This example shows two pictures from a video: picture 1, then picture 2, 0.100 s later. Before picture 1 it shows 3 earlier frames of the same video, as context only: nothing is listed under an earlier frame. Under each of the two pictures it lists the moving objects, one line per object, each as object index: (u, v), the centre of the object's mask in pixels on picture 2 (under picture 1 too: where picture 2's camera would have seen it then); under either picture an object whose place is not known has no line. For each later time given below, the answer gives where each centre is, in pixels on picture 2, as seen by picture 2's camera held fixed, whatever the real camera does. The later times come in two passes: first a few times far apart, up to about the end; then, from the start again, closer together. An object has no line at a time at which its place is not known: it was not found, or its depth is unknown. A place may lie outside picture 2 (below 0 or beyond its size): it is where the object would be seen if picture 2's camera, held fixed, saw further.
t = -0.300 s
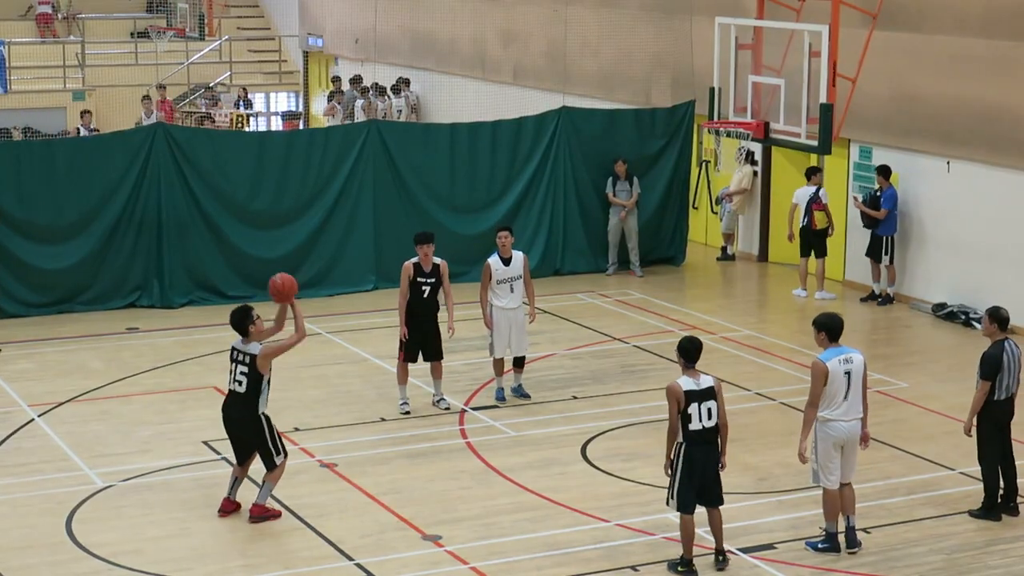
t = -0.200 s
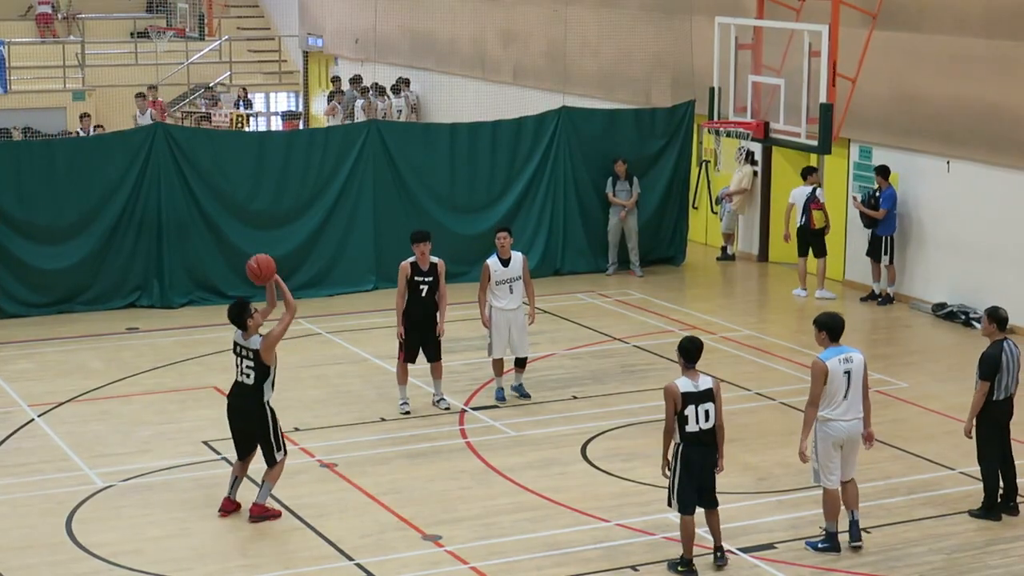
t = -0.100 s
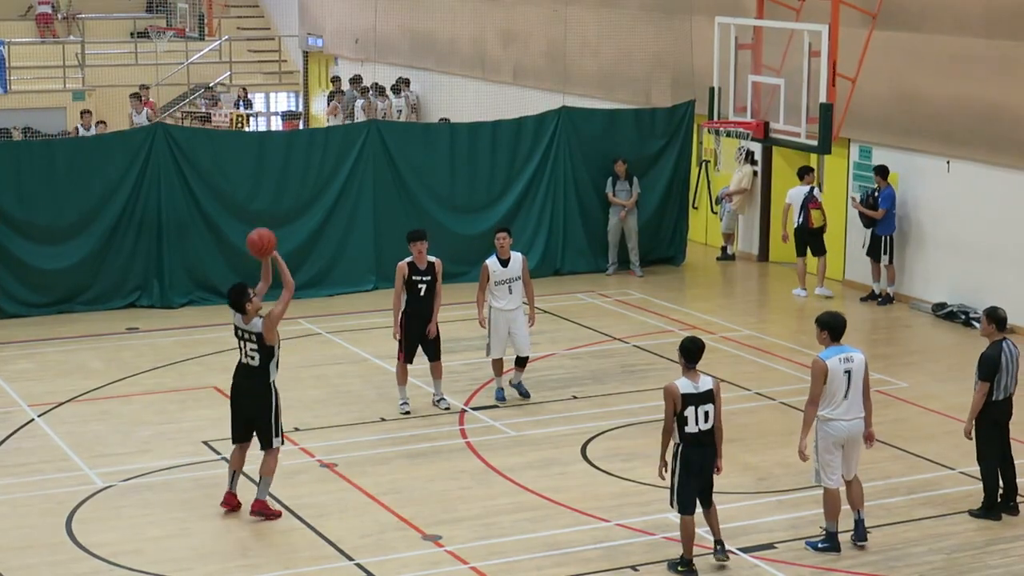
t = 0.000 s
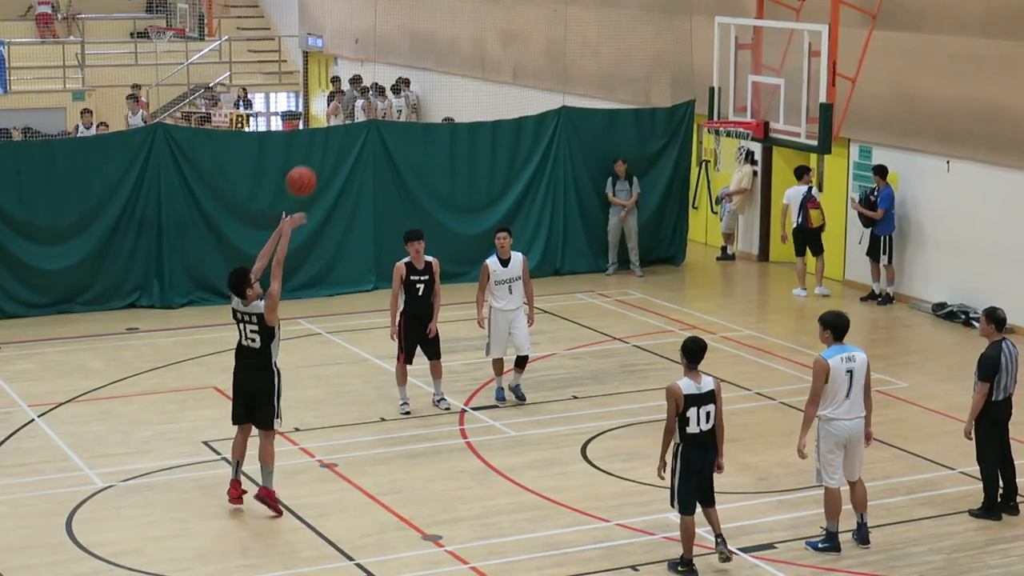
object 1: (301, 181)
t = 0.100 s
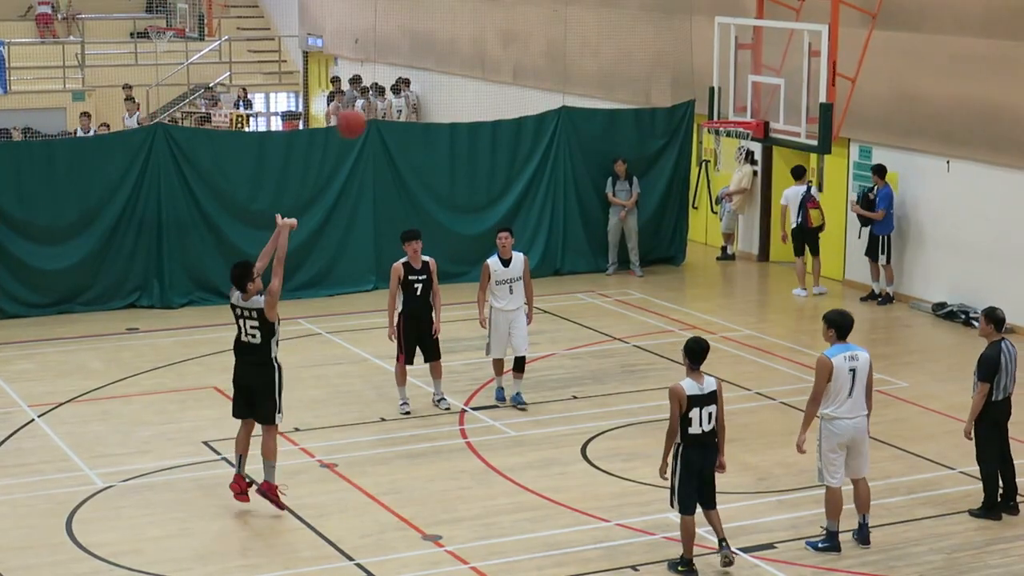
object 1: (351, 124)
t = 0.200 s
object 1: (400, 78)
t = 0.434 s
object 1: (511, 22)
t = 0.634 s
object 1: (600, 24)
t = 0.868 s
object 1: (696, 82)
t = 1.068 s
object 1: (752, 157)
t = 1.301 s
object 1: (761, 238)
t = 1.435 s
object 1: (766, 307)
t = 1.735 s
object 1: (761, 360)
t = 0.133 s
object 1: (367, 107)
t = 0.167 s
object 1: (383, 91)
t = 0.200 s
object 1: (400, 78)
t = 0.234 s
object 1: (417, 66)
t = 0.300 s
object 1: (448, 46)
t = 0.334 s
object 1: (464, 38)
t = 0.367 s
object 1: (480, 31)
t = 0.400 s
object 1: (495, 25)
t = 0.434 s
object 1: (511, 22)
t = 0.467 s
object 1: (526, 19)
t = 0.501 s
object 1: (541, 17)
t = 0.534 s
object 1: (556, 17)
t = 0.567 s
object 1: (571, 18)
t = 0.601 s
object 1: (586, 20)
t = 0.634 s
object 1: (600, 24)
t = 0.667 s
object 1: (614, 29)
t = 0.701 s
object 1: (628, 35)
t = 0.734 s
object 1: (642, 42)
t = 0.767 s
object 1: (656, 51)
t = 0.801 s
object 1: (670, 61)
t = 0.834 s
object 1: (683, 71)
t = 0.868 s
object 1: (696, 82)
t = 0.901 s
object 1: (709, 96)
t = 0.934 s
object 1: (722, 109)
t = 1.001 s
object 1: (744, 140)
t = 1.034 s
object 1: (750, 150)
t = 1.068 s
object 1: (752, 157)
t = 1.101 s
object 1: (752, 165)
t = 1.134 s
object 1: (753, 174)
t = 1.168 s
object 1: (756, 185)
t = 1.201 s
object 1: (757, 197)
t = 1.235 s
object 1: (757, 209)
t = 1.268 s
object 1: (759, 224)
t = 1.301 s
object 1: (761, 238)
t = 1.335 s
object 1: (761, 253)
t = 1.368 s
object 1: (763, 270)
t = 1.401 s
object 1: (764, 288)
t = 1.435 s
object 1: (766, 307)
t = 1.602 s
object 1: (772, 414)
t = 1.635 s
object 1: (771, 413)
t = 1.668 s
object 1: (767, 393)
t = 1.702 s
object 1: (764, 376)
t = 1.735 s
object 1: (761, 360)
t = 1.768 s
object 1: (758, 344)
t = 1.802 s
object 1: (755, 329)
